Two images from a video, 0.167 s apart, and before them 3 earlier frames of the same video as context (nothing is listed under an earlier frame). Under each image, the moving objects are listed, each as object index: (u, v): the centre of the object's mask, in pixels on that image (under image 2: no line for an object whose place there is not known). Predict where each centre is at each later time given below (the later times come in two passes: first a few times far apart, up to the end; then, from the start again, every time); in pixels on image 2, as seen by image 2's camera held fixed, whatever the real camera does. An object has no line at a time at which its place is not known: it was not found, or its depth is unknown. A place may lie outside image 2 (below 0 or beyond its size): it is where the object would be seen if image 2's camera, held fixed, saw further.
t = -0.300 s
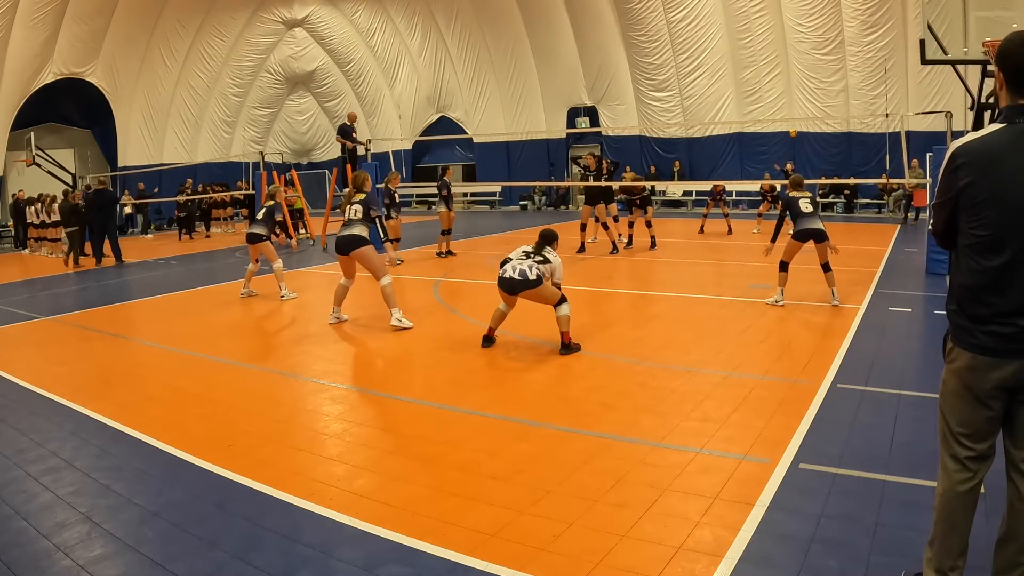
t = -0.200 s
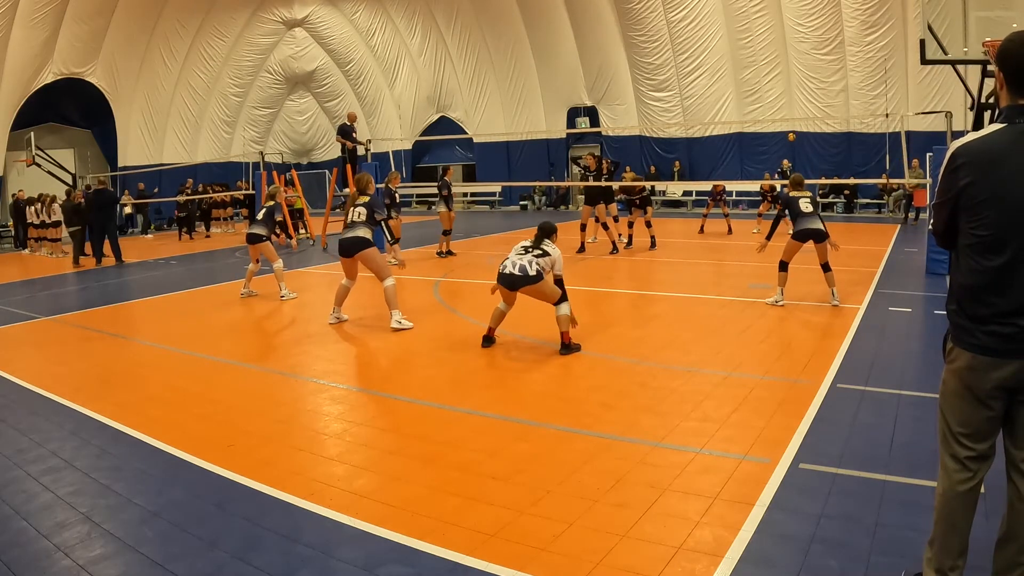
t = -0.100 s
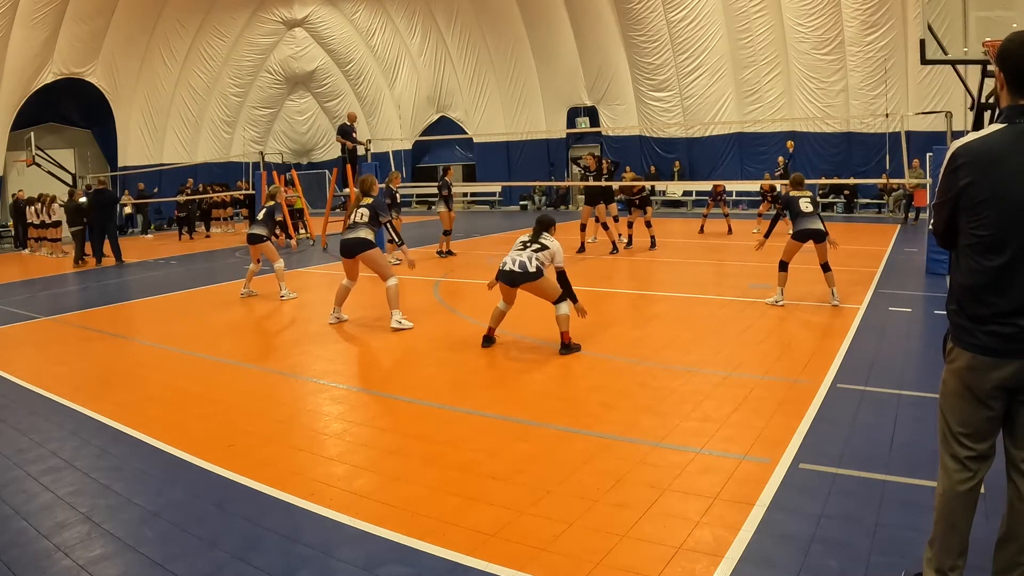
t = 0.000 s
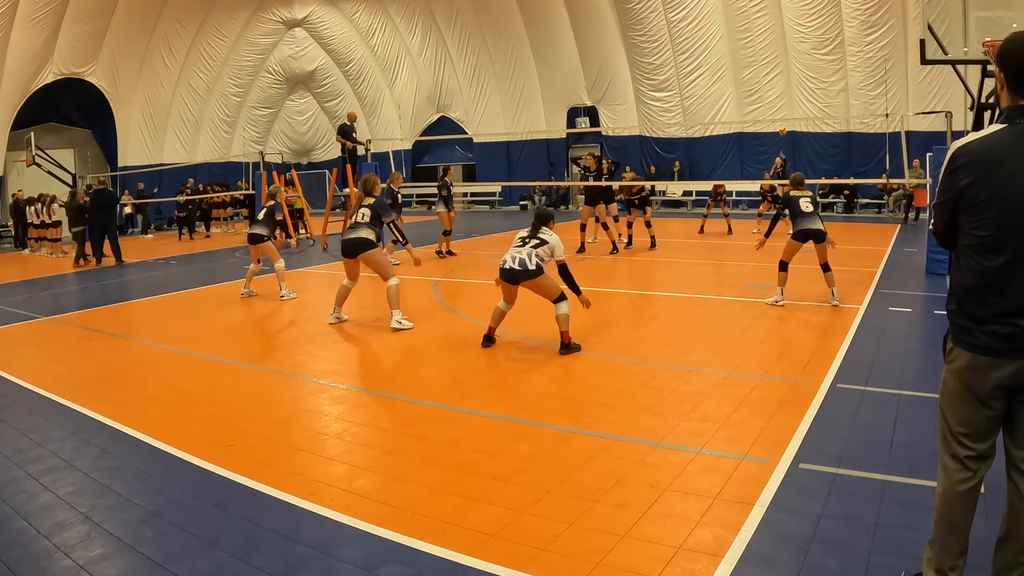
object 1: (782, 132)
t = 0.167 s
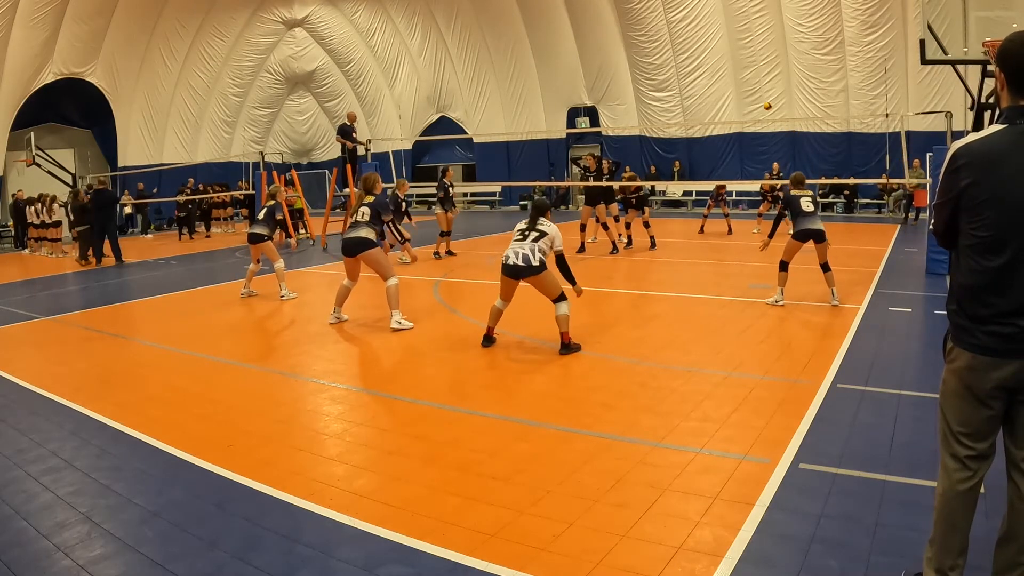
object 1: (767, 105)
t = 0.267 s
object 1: (757, 93)
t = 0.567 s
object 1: (715, 78)
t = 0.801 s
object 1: (667, 102)
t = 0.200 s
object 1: (764, 102)
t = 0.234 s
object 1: (761, 97)
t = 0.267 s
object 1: (757, 93)
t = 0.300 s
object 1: (754, 90)
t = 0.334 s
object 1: (749, 87)
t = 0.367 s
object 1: (745, 84)
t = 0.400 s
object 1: (740, 81)
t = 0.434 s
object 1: (736, 79)
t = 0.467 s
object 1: (731, 78)
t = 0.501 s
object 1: (725, 78)
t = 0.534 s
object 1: (720, 77)
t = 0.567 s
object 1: (715, 78)
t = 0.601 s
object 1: (710, 79)
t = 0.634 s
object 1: (703, 81)
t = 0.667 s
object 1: (697, 83)
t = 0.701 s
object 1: (691, 86)
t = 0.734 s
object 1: (684, 90)
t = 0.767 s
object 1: (676, 95)
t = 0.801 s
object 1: (667, 102)
